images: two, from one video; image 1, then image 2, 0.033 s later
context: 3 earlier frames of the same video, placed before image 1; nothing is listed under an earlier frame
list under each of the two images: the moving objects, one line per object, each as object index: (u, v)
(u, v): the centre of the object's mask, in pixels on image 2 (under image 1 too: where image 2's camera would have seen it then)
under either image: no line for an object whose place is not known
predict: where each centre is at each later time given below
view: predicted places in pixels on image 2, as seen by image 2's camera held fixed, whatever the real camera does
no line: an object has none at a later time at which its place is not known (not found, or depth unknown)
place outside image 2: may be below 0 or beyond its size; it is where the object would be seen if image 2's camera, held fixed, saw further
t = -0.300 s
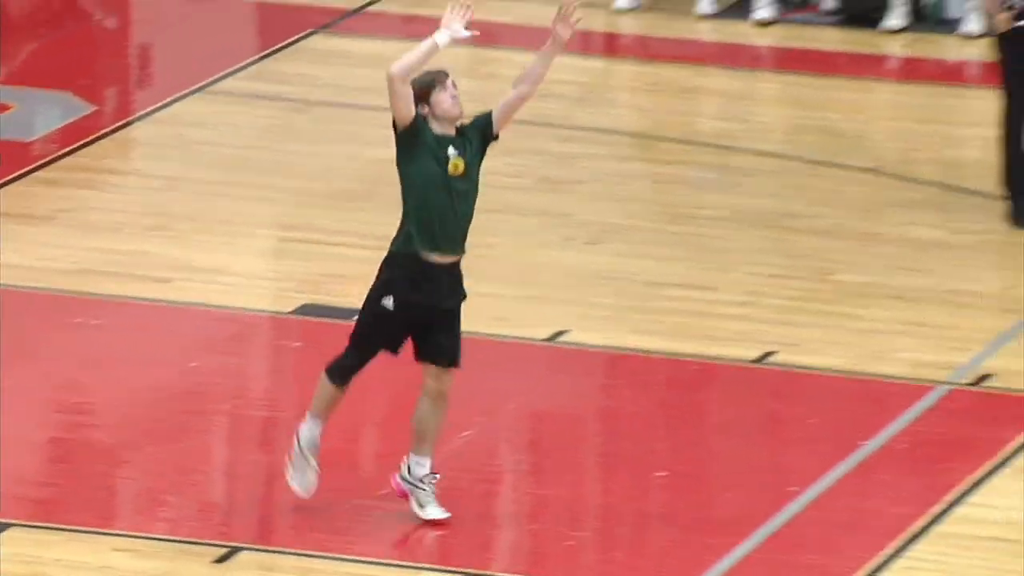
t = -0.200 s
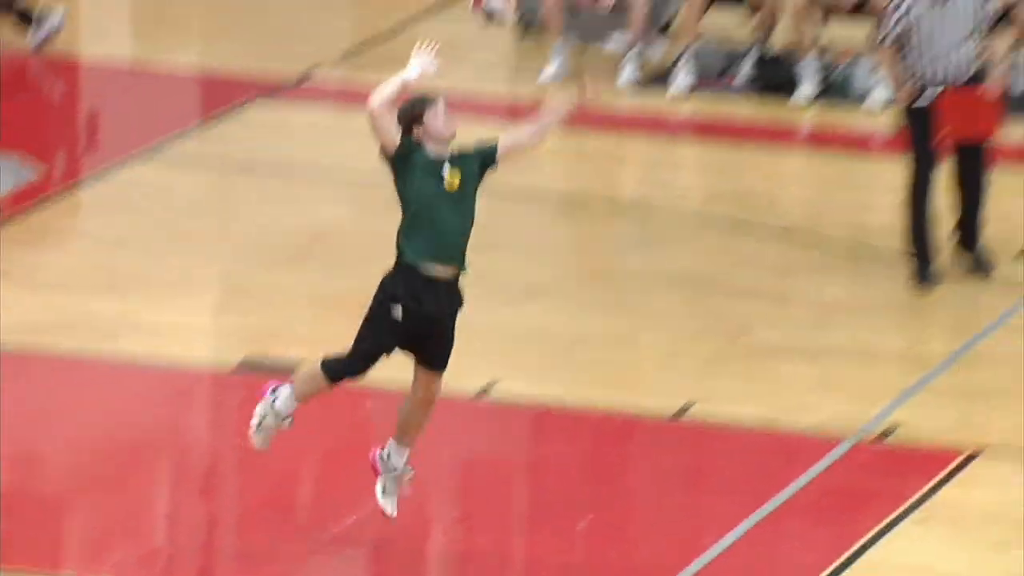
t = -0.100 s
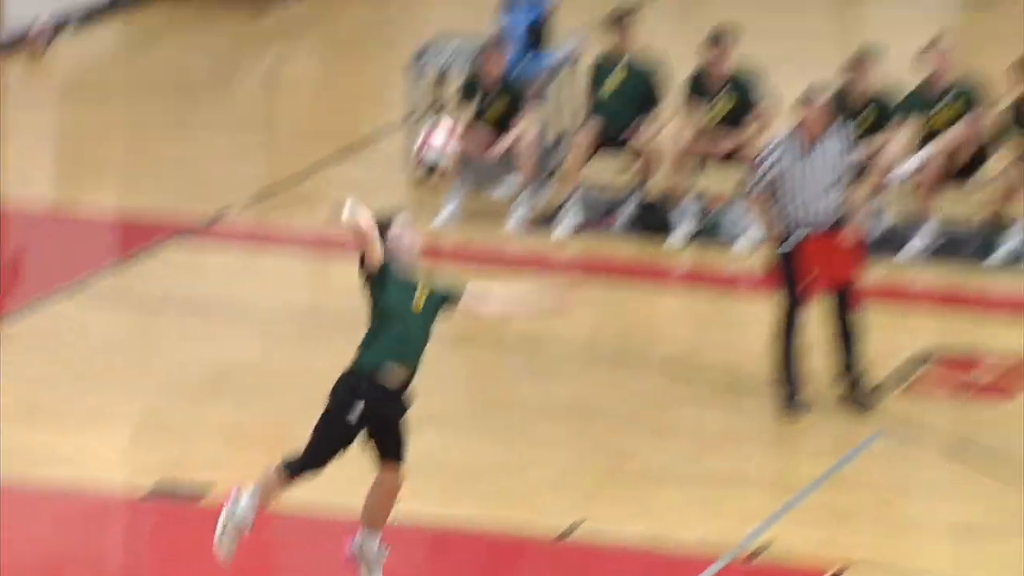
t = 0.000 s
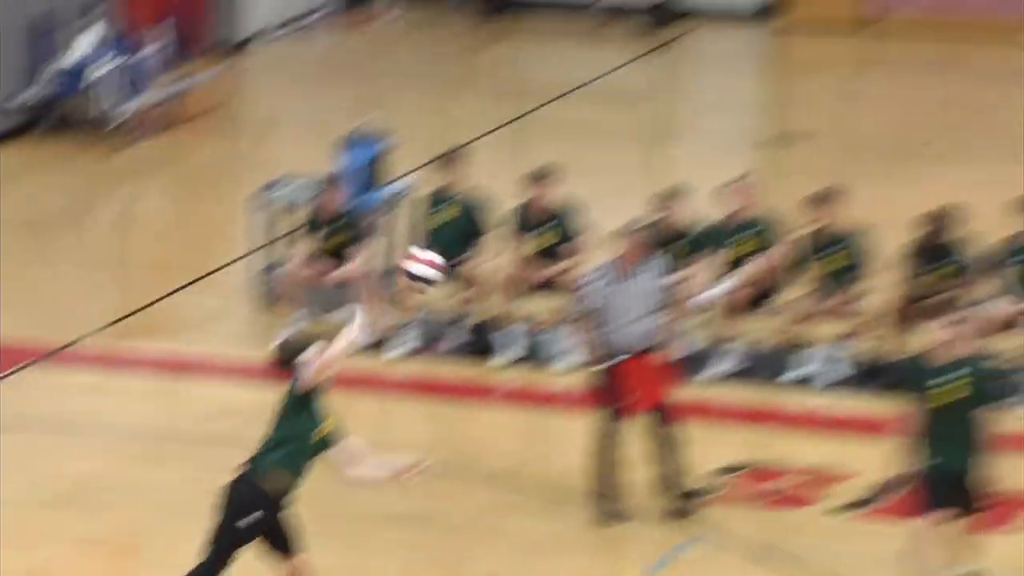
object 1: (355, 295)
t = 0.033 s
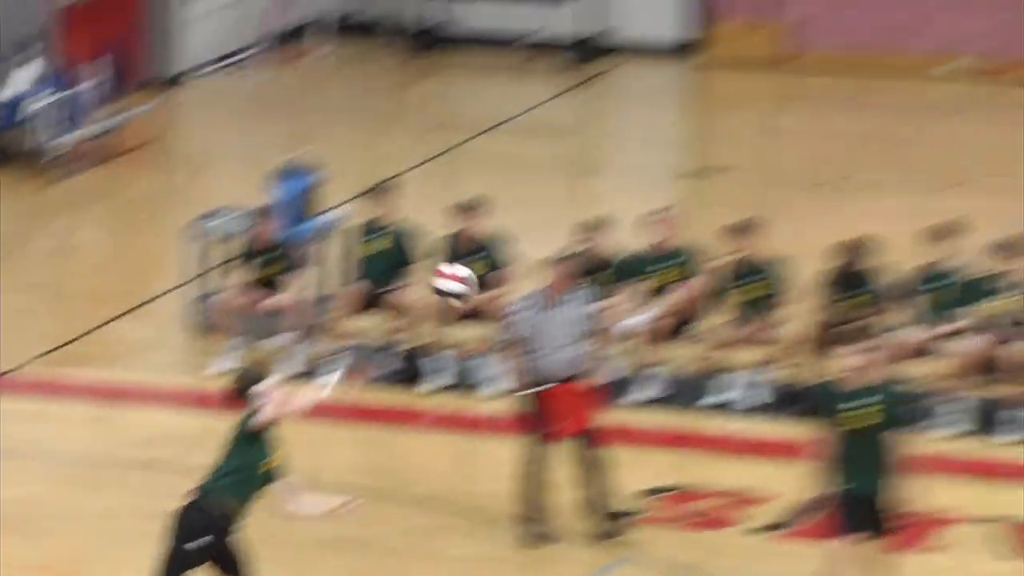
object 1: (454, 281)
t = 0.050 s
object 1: (502, 275)
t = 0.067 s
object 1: (554, 270)
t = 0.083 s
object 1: (604, 265)
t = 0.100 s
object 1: (654, 260)
